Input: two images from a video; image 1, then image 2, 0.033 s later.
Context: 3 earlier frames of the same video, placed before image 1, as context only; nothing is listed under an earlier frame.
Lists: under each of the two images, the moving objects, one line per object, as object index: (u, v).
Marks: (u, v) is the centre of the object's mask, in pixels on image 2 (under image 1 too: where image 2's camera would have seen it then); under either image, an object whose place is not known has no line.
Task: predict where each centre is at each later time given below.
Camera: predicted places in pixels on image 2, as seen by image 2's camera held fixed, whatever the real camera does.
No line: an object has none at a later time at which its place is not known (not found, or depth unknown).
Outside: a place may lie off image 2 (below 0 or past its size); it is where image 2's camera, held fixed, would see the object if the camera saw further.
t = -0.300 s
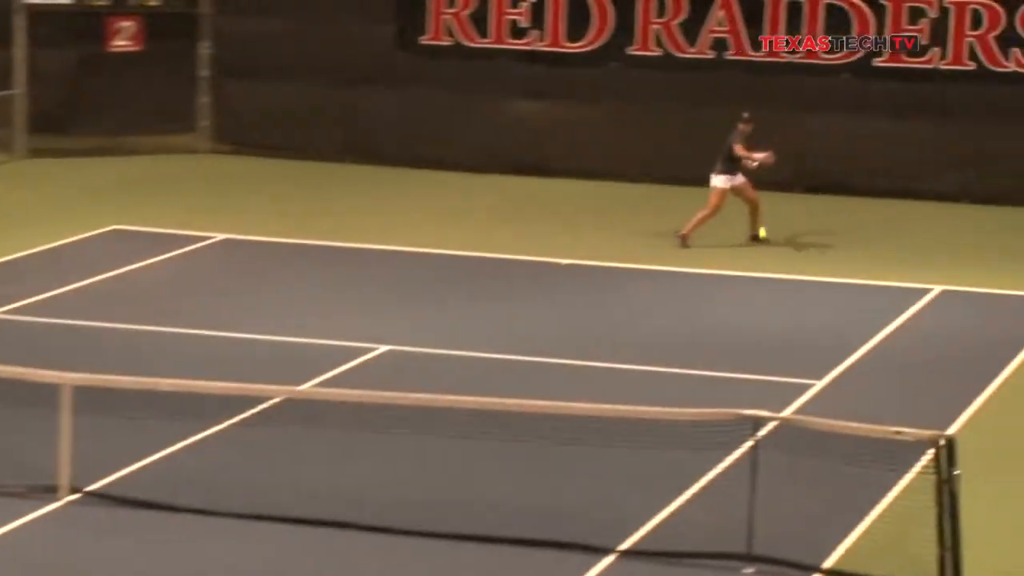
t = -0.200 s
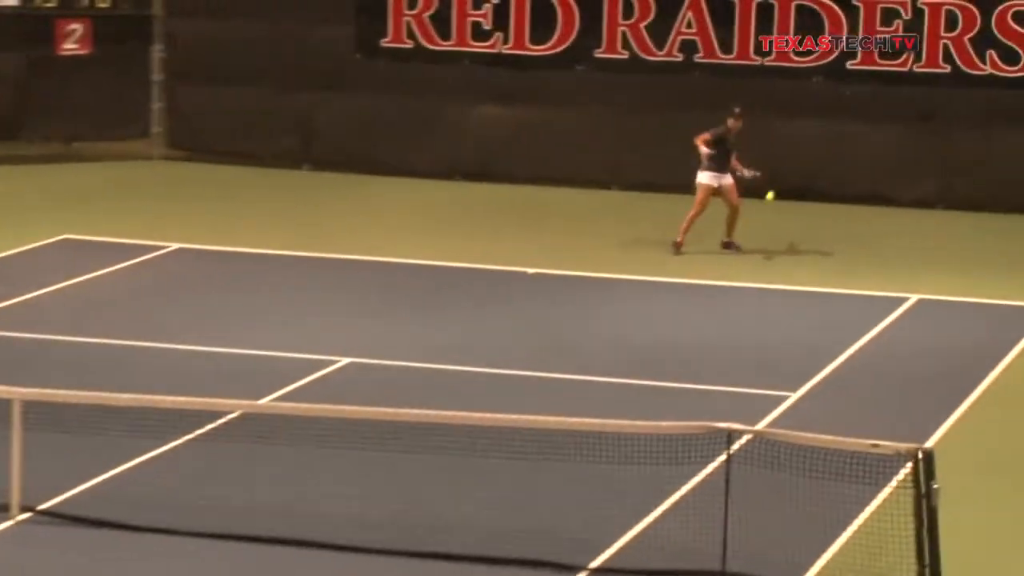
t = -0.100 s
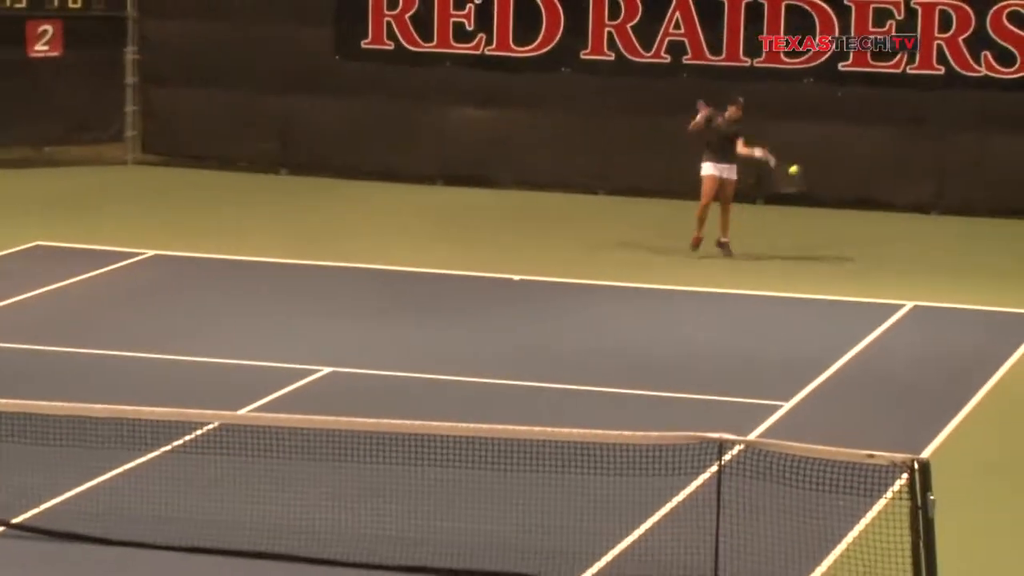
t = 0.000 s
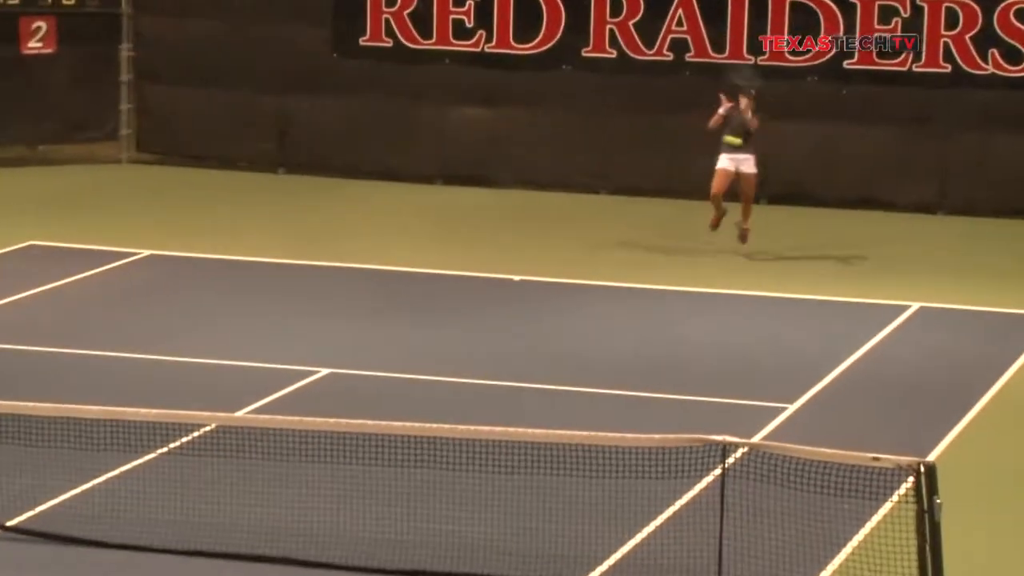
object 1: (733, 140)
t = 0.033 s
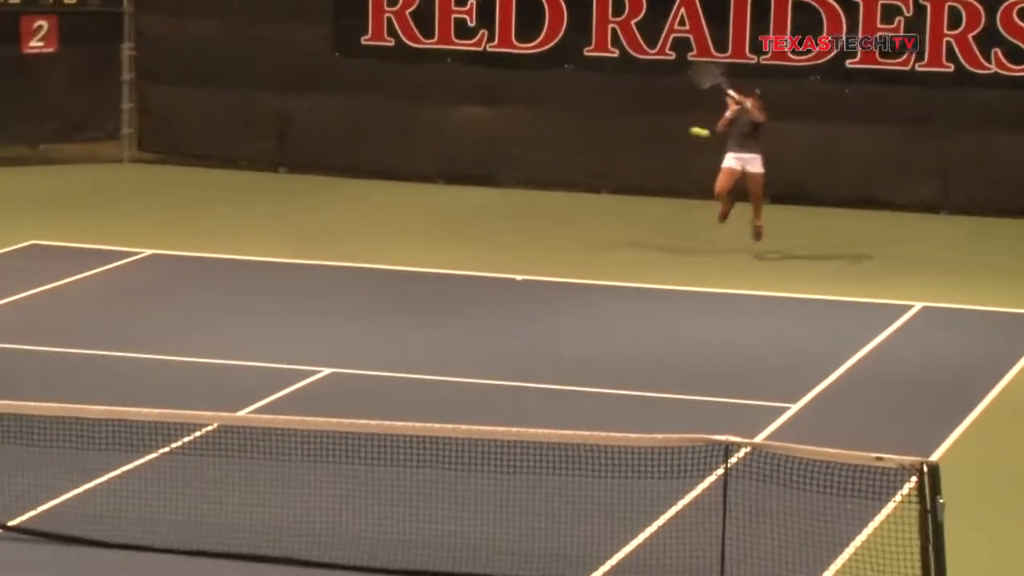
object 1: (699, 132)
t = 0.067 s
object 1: (663, 126)
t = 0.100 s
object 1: (627, 120)
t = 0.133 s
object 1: (591, 115)
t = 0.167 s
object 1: (553, 114)
